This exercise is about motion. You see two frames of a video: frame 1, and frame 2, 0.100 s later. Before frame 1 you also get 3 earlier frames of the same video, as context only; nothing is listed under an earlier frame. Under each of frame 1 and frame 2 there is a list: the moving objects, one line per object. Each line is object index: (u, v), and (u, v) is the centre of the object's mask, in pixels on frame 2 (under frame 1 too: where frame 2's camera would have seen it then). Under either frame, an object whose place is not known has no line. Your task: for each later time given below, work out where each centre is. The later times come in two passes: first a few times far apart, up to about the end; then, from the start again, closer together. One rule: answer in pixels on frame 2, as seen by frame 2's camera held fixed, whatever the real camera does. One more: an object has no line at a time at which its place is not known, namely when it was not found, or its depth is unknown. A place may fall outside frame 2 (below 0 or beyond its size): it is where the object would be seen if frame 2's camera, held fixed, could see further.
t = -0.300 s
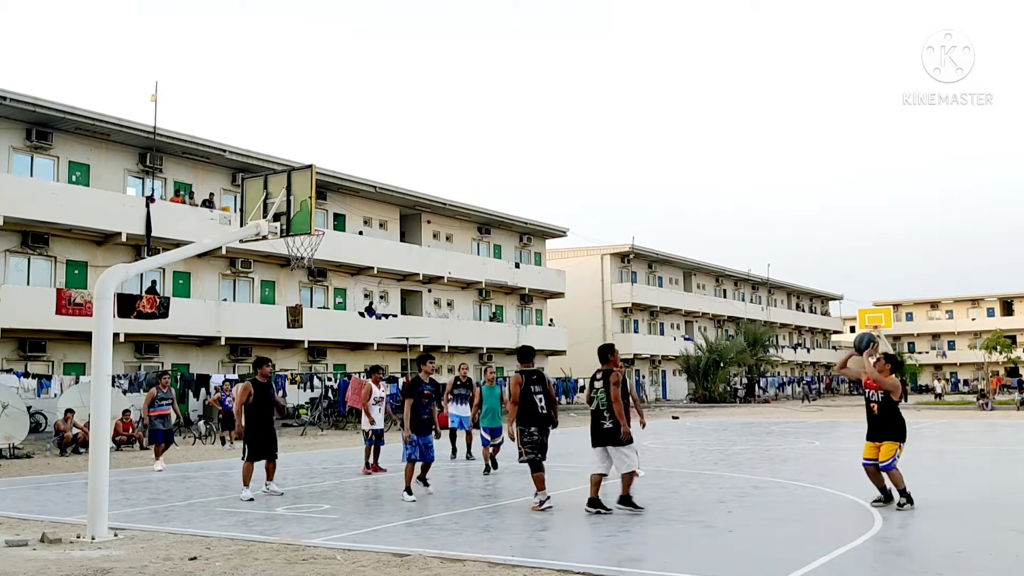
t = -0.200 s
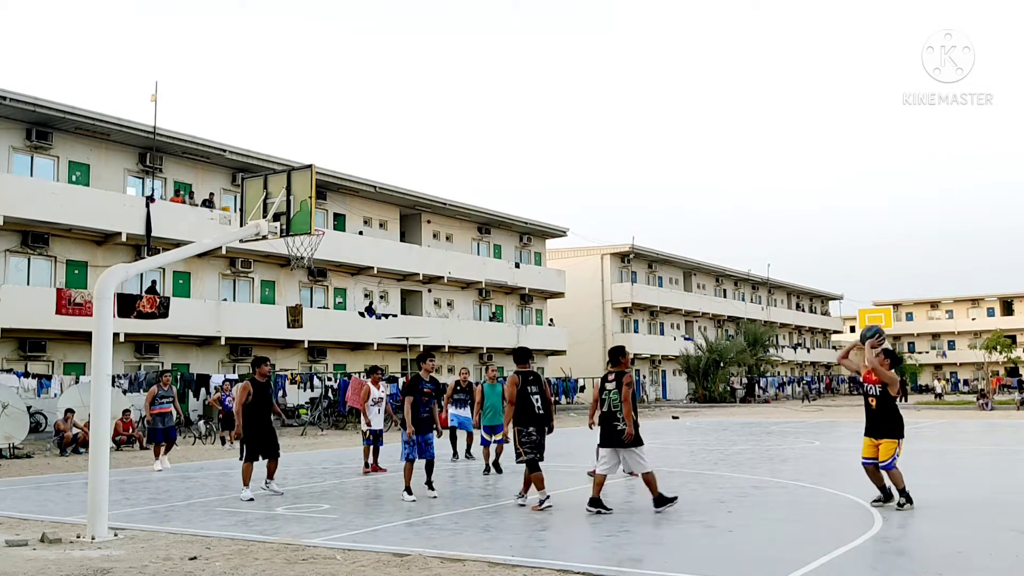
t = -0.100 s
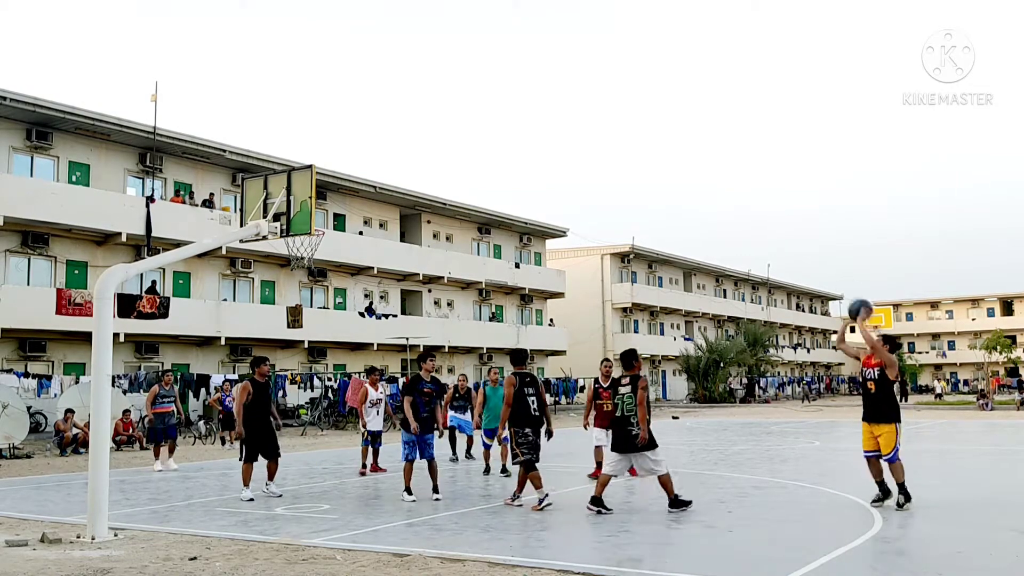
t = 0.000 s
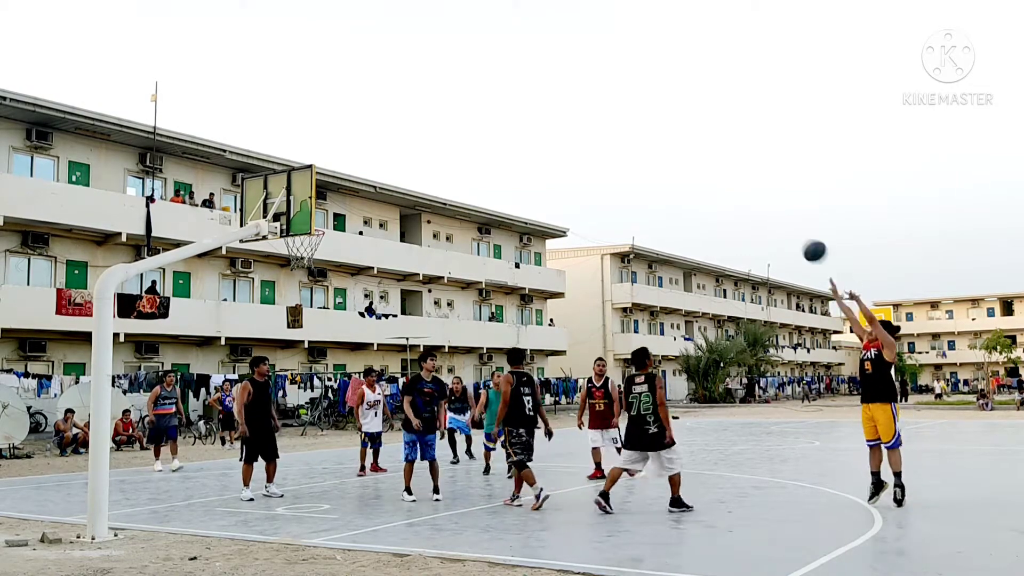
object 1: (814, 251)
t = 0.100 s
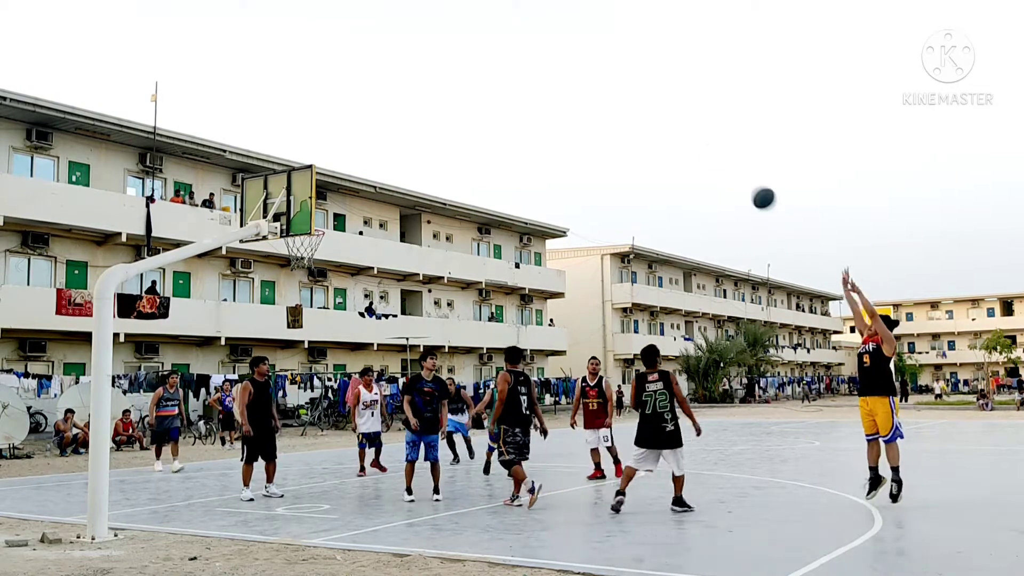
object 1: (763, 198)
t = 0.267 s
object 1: (682, 133)
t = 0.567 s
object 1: (545, 80)
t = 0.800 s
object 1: (444, 93)
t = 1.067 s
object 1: (332, 164)
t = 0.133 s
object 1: (747, 183)
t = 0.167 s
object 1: (730, 169)
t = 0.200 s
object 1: (714, 156)
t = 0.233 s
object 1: (698, 143)
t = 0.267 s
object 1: (682, 133)
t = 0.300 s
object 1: (666, 122)
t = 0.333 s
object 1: (651, 114)
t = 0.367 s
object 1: (635, 106)
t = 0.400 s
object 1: (620, 99)
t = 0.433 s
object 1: (605, 93)
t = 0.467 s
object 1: (590, 89)
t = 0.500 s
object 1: (575, 85)
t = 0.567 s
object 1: (545, 80)
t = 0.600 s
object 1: (531, 79)
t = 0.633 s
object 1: (516, 79)
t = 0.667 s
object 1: (501, 80)
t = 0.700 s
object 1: (487, 82)
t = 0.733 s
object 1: (472, 84)
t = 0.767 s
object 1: (458, 88)
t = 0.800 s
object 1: (444, 93)
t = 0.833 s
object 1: (430, 98)
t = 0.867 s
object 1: (415, 105)
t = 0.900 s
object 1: (401, 112)
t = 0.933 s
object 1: (388, 120)
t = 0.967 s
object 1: (373, 130)
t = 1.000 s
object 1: (360, 140)
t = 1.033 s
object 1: (346, 151)
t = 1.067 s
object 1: (332, 164)
